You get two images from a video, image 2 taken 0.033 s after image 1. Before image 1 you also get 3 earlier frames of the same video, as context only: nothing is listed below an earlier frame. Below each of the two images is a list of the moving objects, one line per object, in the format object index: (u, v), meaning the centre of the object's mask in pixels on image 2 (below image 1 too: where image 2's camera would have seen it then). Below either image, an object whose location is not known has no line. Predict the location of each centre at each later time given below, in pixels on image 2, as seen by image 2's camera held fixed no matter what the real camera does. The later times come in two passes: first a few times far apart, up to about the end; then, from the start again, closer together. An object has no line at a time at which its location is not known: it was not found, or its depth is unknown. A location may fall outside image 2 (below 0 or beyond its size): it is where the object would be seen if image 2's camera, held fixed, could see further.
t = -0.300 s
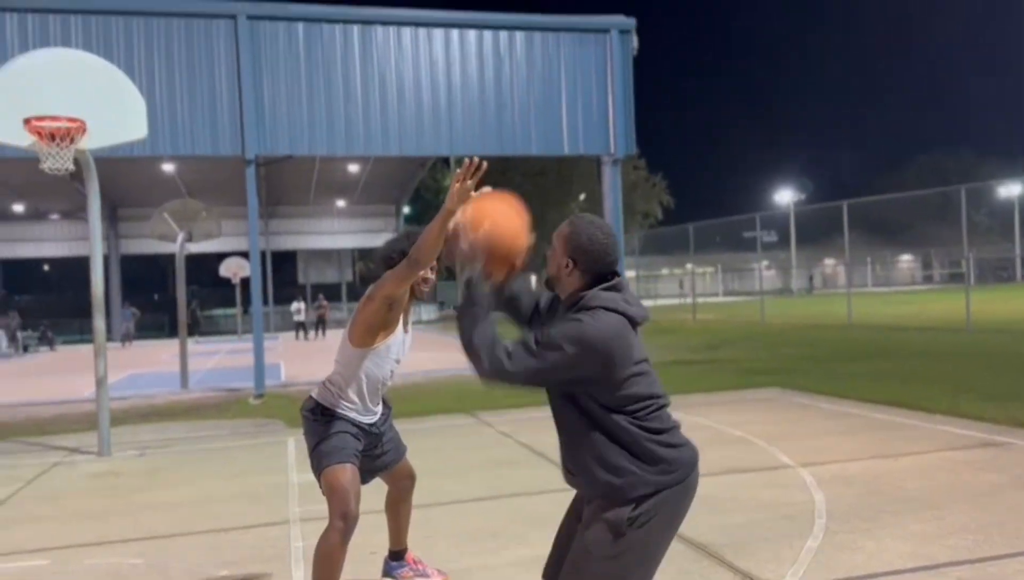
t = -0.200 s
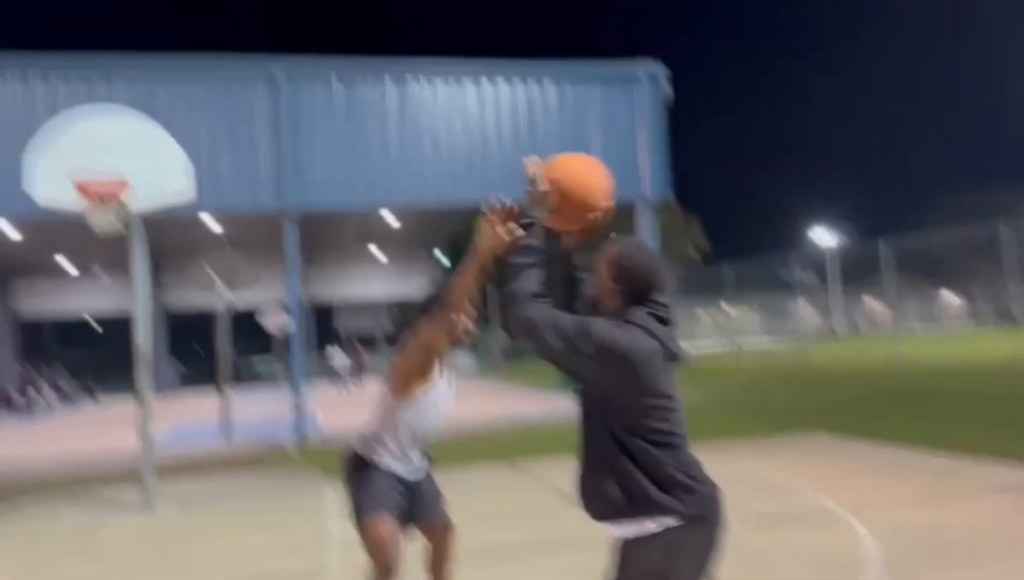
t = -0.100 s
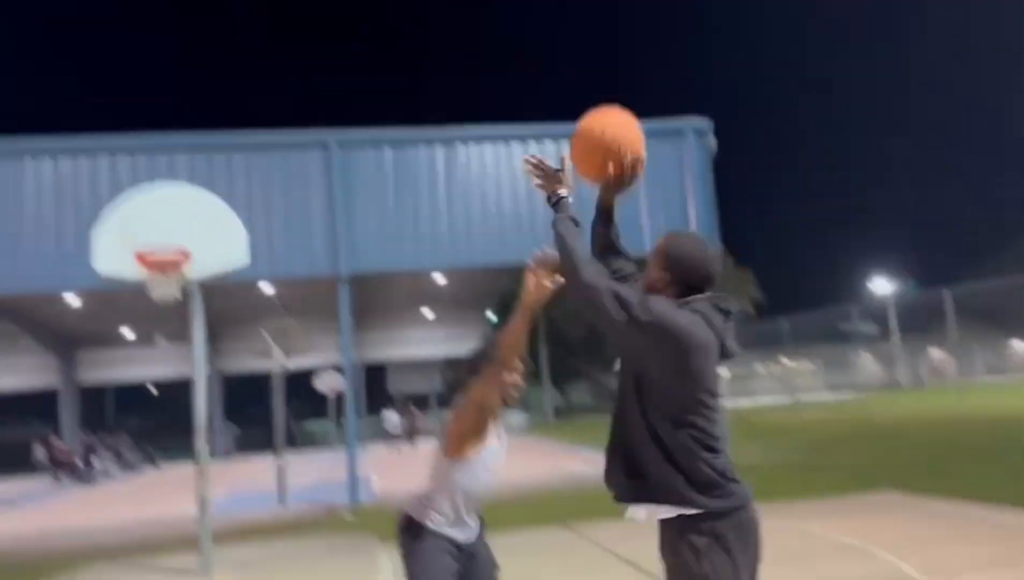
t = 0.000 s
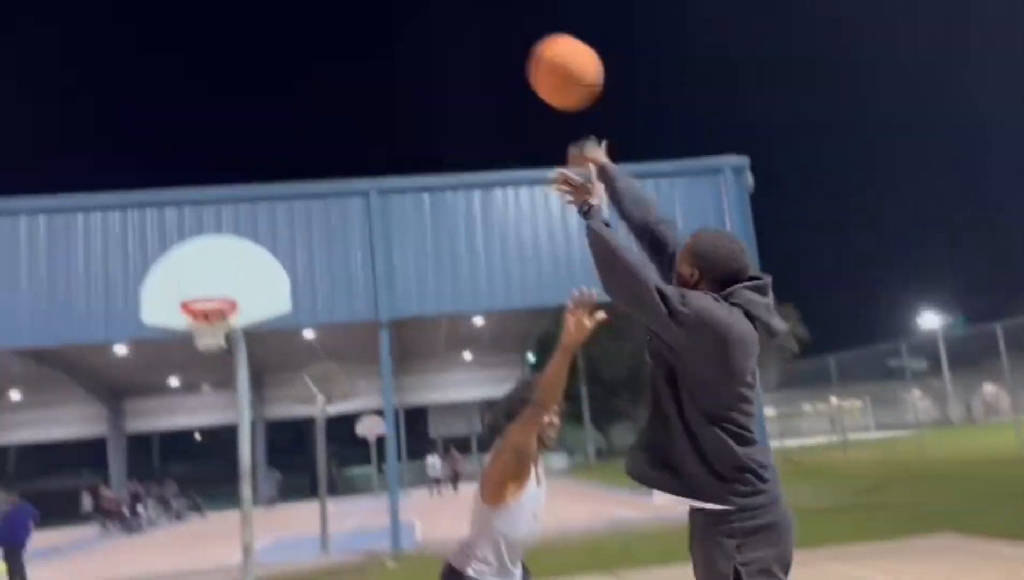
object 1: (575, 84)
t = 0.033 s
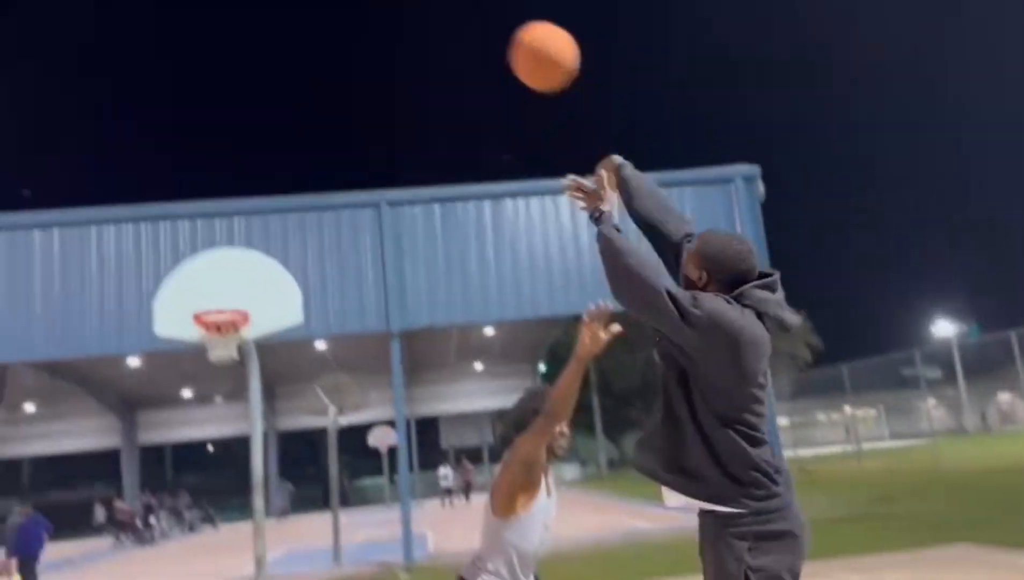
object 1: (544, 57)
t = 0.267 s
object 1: (398, -20)
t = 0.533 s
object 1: (311, 16)
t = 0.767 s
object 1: (265, 106)
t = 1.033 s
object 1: (229, 252)
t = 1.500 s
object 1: (197, 612)
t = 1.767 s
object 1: (177, 537)
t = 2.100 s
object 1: (143, 371)
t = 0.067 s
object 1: (516, 34)
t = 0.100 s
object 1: (491, 16)
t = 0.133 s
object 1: (469, 4)
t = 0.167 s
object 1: (448, -5)
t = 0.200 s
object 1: (429, -12)
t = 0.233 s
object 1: (413, -17)
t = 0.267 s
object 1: (398, -20)
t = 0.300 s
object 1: (383, -21)
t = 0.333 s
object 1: (371, -21)
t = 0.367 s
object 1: (359, -19)
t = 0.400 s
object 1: (348, -14)
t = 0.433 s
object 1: (338, -9)
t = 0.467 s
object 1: (328, -2)
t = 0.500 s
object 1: (319, 7)
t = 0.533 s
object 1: (311, 16)
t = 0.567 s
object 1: (303, 26)
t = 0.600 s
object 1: (296, 37)
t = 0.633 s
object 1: (290, 50)
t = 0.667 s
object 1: (283, 63)
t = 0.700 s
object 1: (277, 76)
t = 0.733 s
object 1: (271, 91)
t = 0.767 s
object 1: (265, 106)
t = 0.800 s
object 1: (260, 123)
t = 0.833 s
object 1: (255, 140)
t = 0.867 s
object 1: (250, 157)
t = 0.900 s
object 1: (245, 176)
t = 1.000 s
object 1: (233, 234)
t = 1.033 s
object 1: (229, 252)
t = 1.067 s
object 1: (225, 274)
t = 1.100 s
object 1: (222, 296)
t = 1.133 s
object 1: (219, 318)
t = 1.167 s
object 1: (217, 332)
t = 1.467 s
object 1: (201, 571)
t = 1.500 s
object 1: (197, 612)
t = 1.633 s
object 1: (185, 645)
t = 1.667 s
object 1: (183, 617)
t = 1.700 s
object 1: (180, 590)
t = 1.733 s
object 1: (180, 562)
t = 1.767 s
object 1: (177, 537)
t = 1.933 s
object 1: (163, 437)
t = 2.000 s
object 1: (154, 404)
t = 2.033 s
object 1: (151, 389)
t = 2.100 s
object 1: (143, 371)
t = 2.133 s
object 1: (139, 361)
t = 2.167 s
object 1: (135, 354)
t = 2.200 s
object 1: (131, 348)
